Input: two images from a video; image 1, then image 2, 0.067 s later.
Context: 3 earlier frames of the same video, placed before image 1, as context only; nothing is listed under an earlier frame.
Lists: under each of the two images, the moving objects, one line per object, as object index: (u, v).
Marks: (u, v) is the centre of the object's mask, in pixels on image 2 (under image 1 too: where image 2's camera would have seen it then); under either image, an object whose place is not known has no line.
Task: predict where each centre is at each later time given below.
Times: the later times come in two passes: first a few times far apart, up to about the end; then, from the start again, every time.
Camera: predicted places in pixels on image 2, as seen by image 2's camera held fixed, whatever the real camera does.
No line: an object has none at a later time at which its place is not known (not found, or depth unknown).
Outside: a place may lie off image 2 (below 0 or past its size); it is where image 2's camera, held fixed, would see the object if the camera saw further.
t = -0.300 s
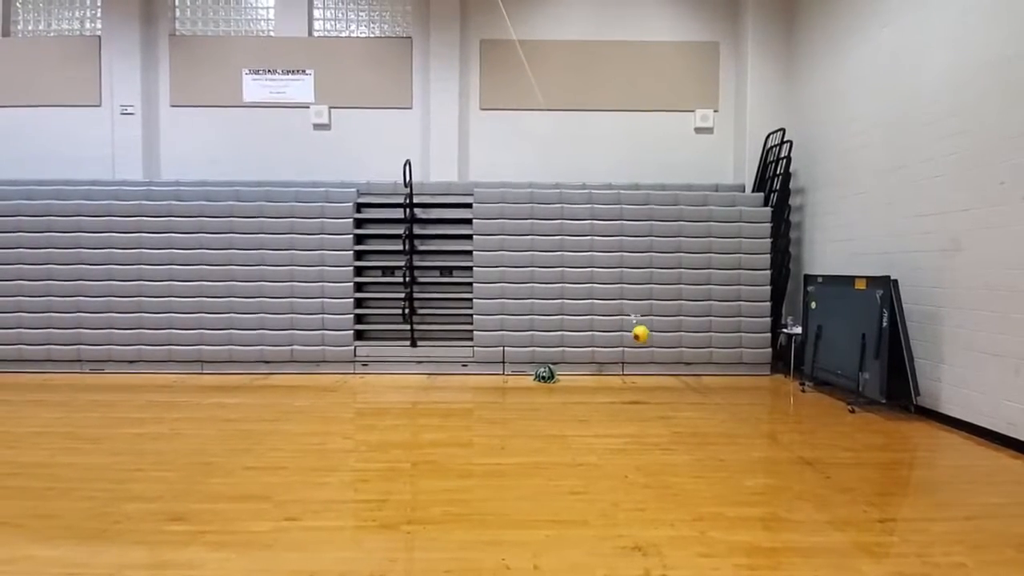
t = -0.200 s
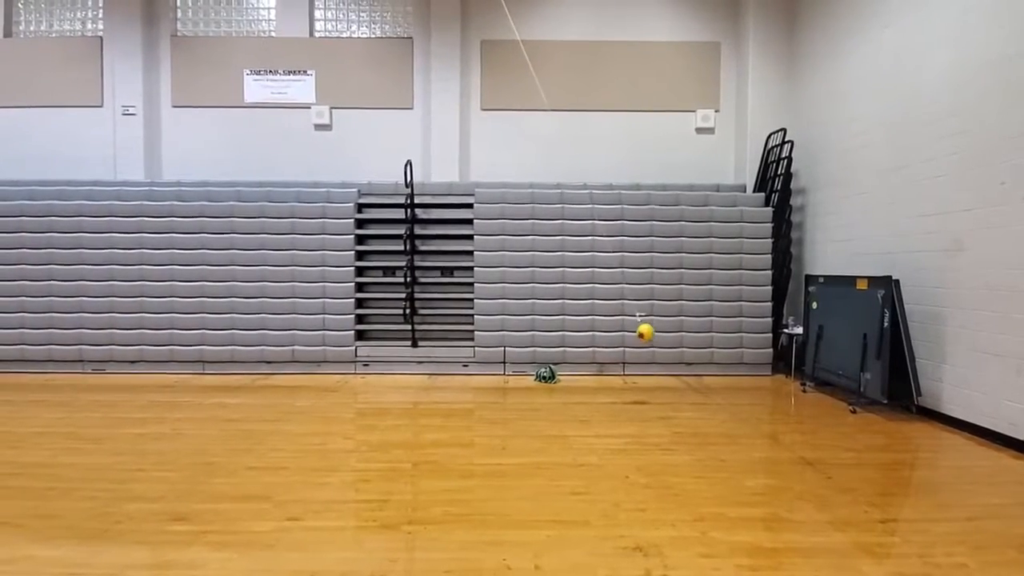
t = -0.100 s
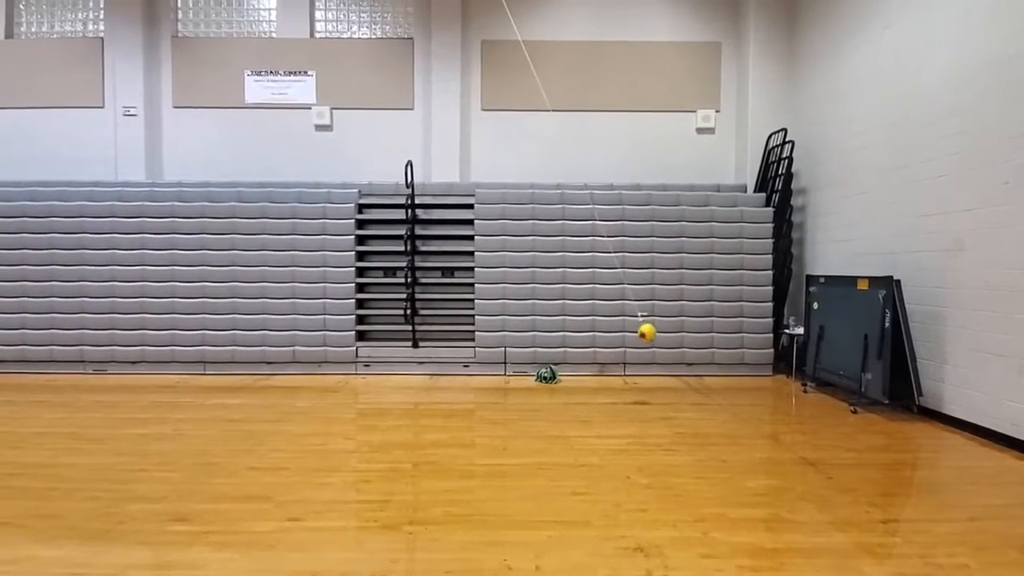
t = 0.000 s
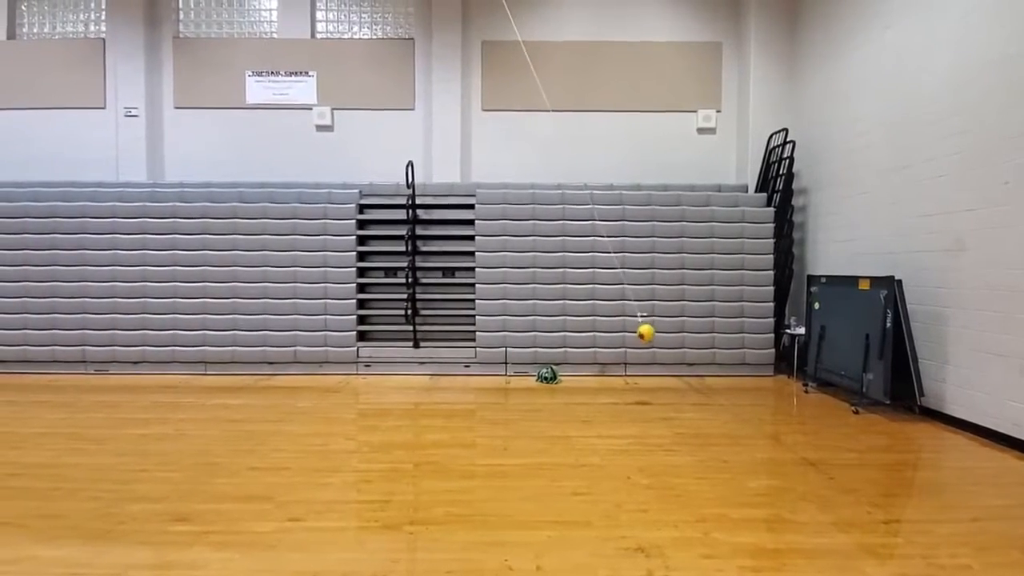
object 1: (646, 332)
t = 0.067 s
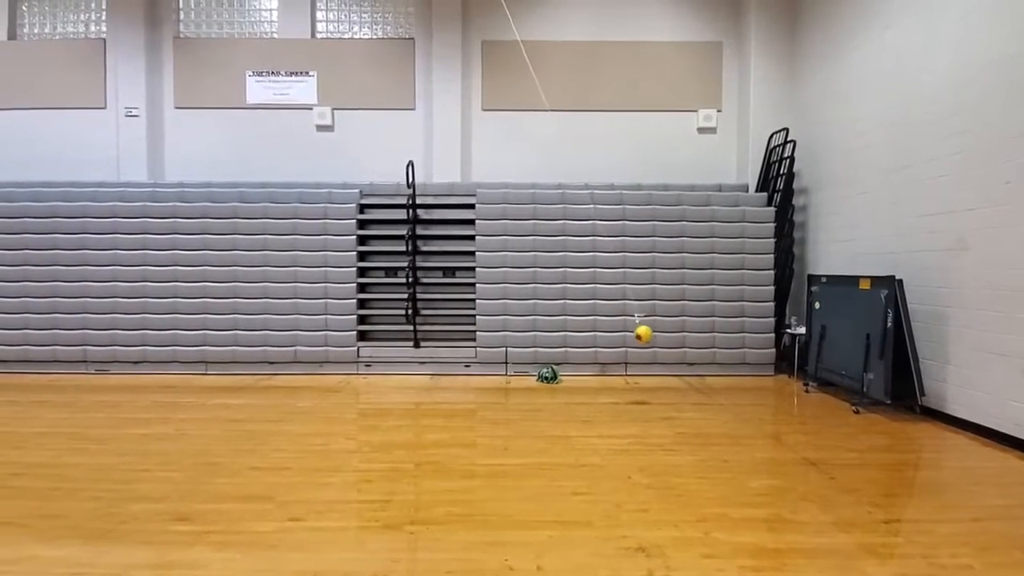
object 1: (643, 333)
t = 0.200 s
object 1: (633, 338)
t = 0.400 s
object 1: (608, 348)
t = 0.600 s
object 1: (573, 360)
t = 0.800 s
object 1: (527, 372)
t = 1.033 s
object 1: (465, 381)
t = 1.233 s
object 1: (406, 385)
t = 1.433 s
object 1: (348, 382)
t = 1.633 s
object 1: (291, 376)
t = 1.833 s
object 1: (241, 365)
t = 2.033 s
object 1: (200, 353)
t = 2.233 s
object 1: (170, 342)
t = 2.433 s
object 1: (154, 336)
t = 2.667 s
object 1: (150, 335)
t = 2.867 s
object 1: (161, 340)
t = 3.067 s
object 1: (186, 350)
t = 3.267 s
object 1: (222, 362)
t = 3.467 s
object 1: (270, 373)
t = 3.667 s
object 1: (324, 382)
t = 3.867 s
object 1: (383, 387)
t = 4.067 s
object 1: (442, 386)
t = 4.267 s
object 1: (498, 379)
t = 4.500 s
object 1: (554, 366)
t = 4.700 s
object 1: (593, 354)
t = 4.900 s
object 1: (621, 343)
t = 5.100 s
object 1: (636, 337)
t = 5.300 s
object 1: (641, 334)
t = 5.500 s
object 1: (635, 336)
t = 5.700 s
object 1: (616, 344)
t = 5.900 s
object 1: (586, 354)
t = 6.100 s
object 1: (546, 366)
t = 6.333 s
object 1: (488, 378)
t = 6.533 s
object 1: (433, 383)
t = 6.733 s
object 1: (376, 384)
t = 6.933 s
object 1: (320, 378)
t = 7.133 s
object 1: (267, 370)
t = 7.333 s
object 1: (222, 358)
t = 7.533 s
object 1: (188, 348)
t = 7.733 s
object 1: (166, 340)
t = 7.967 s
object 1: (155, 336)
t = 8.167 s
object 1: (159, 338)
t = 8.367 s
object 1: (176, 345)
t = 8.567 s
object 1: (206, 356)
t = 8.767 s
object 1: (248, 368)
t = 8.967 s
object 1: (298, 378)
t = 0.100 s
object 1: (641, 334)
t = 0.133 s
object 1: (639, 335)
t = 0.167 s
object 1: (636, 336)
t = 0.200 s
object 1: (633, 338)
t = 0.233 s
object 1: (630, 339)
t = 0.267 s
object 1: (626, 341)
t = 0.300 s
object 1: (622, 342)
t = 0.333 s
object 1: (618, 344)
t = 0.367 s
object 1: (613, 346)
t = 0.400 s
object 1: (608, 348)
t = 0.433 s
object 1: (602, 349)
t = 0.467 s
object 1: (597, 351)
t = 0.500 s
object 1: (592, 354)
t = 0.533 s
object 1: (586, 356)
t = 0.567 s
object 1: (579, 358)
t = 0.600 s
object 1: (573, 360)
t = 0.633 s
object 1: (565, 362)
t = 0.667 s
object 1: (559, 363)
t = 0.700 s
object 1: (551, 365)
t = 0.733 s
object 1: (543, 368)
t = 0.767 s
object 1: (535, 369)
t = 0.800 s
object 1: (527, 372)
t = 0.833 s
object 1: (518, 373)
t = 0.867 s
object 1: (510, 374)
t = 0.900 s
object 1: (501, 376)
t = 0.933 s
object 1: (492, 378)
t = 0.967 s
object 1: (483, 379)
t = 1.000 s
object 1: (474, 381)
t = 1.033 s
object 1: (465, 381)
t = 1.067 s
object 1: (455, 382)
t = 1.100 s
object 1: (445, 383)
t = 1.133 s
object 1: (435, 384)
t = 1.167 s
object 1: (425, 384)
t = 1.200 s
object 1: (415, 385)
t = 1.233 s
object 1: (406, 385)
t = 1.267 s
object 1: (396, 385)
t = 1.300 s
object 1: (386, 385)
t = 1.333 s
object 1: (376, 385)
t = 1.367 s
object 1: (367, 384)
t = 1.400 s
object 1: (357, 383)
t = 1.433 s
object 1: (348, 382)
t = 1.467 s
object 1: (338, 381)
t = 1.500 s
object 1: (329, 381)
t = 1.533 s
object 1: (319, 379)
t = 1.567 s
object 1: (309, 378)
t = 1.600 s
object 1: (300, 377)
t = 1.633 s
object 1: (291, 376)
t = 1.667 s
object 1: (282, 374)
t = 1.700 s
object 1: (273, 373)
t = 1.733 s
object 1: (264, 371)
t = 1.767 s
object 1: (256, 369)
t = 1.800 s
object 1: (248, 367)
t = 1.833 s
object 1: (241, 365)
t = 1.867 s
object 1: (233, 363)
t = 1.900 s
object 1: (226, 361)
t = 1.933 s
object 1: (219, 358)
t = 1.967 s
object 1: (212, 357)
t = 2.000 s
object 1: (206, 356)
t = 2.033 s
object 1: (200, 353)
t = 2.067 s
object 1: (194, 351)
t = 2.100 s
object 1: (188, 349)
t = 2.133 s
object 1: (184, 348)
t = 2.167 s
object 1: (179, 346)
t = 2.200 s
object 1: (174, 344)
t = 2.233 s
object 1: (170, 342)
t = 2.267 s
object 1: (167, 341)
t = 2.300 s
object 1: (163, 341)
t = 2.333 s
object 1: (161, 339)
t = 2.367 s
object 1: (158, 338)
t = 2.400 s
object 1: (155, 337)
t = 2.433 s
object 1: (154, 336)
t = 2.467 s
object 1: (152, 336)
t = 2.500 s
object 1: (151, 335)
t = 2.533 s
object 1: (151, 335)
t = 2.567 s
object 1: (150, 335)
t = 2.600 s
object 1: (149, 335)
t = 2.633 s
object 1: (150, 335)
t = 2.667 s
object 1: (150, 335)
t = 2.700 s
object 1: (151, 335)
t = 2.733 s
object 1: (152, 336)
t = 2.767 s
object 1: (154, 336)
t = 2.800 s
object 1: (156, 338)
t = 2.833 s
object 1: (158, 339)
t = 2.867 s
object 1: (161, 340)
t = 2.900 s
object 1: (164, 341)
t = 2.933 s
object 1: (168, 343)
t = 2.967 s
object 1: (172, 345)
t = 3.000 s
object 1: (176, 346)
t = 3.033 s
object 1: (181, 347)
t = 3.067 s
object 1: (186, 350)
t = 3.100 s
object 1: (191, 352)
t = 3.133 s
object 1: (196, 353)
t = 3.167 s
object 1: (202, 356)
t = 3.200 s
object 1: (208, 358)
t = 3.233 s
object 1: (215, 360)
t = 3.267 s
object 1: (222, 362)
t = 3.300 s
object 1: (229, 364)
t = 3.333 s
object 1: (237, 366)
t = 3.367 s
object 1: (245, 368)
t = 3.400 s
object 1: (252, 370)
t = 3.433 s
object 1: (261, 371)
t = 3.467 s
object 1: (270, 373)
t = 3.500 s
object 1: (278, 375)
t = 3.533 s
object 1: (287, 377)
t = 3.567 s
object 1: (296, 378)
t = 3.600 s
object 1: (306, 380)
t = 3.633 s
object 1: (315, 381)
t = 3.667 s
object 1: (324, 382)
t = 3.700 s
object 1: (334, 384)
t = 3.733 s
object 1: (344, 384)
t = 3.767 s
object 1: (354, 385)
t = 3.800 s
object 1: (363, 386)
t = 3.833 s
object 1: (373, 387)
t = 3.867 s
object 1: (383, 387)
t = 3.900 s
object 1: (393, 387)
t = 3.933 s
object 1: (403, 387)
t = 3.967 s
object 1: (413, 387)
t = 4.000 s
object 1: (423, 387)
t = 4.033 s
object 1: (432, 387)
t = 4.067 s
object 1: (442, 386)
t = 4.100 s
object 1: (452, 385)
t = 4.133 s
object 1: (462, 383)
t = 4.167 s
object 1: (471, 383)
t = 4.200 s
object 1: (480, 381)
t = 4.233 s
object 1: (489, 380)
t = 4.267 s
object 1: (498, 379)
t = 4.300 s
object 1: (506, 377)
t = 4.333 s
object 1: (514, 375)
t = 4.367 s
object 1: (523, 374)
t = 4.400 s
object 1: (531, 372)
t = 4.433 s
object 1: (539, 370)
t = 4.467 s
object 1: (546, 368)
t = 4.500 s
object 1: (554, 366)
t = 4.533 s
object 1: (561, 364)
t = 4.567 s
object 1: (568, 363)
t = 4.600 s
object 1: (575, 360)
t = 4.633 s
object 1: (581, 358)
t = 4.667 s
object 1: (587, 356)
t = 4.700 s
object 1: (593, 354)
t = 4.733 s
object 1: (598, 353)
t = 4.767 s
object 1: (603, 350)
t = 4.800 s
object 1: (608, 348)
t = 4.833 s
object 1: (612, 346)
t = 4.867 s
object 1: (617, 345)
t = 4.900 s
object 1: (621, 343)
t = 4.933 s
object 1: (624, 342)
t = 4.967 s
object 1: (627, 340)
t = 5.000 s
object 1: (630, 339)
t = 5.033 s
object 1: (632, 337)
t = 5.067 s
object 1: (635, 337)
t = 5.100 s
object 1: (636, 337)
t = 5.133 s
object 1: (638, 336)
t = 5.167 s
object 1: (639, 335)
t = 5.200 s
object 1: (640, 334)
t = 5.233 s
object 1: (641, 334)
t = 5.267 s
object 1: (641, 334)
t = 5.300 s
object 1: (641, 334)
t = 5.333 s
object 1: (641, 334)
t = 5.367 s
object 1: (641, 334)
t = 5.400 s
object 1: (639, 334)
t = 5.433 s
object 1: (638, 335)
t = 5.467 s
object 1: (637, 336)
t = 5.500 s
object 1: (635, 336)
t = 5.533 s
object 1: (632, 337)
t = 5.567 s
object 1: (630, 338)
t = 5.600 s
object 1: (626, 339)
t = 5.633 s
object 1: (623, 341)
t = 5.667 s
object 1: (620, 342)
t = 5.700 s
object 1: (616, 344)
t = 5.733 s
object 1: (611, 345)
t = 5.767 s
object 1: (607, 347)
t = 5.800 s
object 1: (602, 348)
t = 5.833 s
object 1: (597, 351)
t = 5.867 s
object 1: (591, 353)
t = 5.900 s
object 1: (586, 354)
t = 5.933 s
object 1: (579, 356)
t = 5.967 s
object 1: (573, 358)
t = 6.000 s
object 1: (566, 360)
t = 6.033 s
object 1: (560, 362)
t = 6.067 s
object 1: (553, 365)
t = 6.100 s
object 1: (546, 366)
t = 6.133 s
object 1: (537, 368)
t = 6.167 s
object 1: (530, 370)
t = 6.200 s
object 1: (522, 371)
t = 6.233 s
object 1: (513, 373)
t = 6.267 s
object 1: (506, 374)
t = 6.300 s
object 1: (497, 376)
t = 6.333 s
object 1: (488, 378)
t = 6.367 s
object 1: (480, 379)
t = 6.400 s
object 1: (471, 380)
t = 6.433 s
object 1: (461, 381)
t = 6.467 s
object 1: (452, 382)
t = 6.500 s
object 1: (443, 383)
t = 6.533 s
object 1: (433, 383)
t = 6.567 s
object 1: (424, 384)
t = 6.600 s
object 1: (414, 384)
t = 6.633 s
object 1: (405, 384)
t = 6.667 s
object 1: (395, 384)
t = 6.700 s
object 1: (385, 384)
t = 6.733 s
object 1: (376, 384)
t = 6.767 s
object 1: (366, 383)
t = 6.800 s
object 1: (357, 383)
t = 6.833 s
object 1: (347, 382)
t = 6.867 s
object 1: (338, 381)
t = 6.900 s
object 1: (329, 380)
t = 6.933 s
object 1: (320, 378)
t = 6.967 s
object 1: (310, 378)
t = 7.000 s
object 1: (301, 376)
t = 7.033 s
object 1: (292, 375)
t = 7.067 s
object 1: (284, 373)
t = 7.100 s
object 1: (276, 372)
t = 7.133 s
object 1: (267, 370)
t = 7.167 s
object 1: (259, 368)
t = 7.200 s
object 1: (251, 366)
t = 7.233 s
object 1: (243, 365)
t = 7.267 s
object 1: (236, 363)
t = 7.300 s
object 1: (229, 361)
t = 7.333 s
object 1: (222, 358)
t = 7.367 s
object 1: (216, 357)
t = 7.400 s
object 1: (209, 356)
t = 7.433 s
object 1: (204, 353)
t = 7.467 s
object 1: (199, 351)
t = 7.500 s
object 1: (193, 350)
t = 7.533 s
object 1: (188, 348)
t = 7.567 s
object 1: (183, 346)
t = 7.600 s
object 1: (179, 345)
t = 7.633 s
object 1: (175, 344)
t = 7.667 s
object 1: (172, 343)
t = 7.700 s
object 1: (168, 341)
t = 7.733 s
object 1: (166, 340)
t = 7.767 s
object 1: (163, 339)
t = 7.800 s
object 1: (161, 339)
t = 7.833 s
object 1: (159, 338)
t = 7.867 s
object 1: (157, 337)
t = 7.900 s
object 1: (156, 336)
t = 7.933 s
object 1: (155, 336)
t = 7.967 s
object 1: (155, 336)
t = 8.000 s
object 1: (155, 336)
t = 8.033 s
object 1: (155, 336)
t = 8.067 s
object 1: (155, 336)
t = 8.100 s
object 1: (156, 337)
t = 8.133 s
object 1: (157, 337)
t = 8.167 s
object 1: (159, 338)
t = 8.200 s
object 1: (161, 339)
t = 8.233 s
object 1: (164, 340)
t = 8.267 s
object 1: (166, 341)
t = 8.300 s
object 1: (170, 342)
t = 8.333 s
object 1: (173, 343)
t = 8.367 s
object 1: (176, 345)
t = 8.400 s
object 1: (181, 346)
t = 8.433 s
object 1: (185, 348)
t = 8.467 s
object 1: (190, 350)
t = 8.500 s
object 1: (195, 352)
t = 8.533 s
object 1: (200, 354)
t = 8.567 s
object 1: (206, 356)
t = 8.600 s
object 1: (213, 357)
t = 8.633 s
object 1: (219, 359)
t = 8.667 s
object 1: (226, 362)
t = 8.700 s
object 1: (233, 364)
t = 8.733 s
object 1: (240, 366)
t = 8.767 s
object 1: (248, 368)
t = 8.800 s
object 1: (256, 370)
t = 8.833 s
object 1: (263, 371)
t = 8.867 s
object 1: (271, 373)
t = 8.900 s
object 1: (280, 375)
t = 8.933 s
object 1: (289, 376)
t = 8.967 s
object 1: (298, 378)
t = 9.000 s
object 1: (307, 379)
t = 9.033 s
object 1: (317, 381)
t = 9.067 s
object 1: (325, 382)
